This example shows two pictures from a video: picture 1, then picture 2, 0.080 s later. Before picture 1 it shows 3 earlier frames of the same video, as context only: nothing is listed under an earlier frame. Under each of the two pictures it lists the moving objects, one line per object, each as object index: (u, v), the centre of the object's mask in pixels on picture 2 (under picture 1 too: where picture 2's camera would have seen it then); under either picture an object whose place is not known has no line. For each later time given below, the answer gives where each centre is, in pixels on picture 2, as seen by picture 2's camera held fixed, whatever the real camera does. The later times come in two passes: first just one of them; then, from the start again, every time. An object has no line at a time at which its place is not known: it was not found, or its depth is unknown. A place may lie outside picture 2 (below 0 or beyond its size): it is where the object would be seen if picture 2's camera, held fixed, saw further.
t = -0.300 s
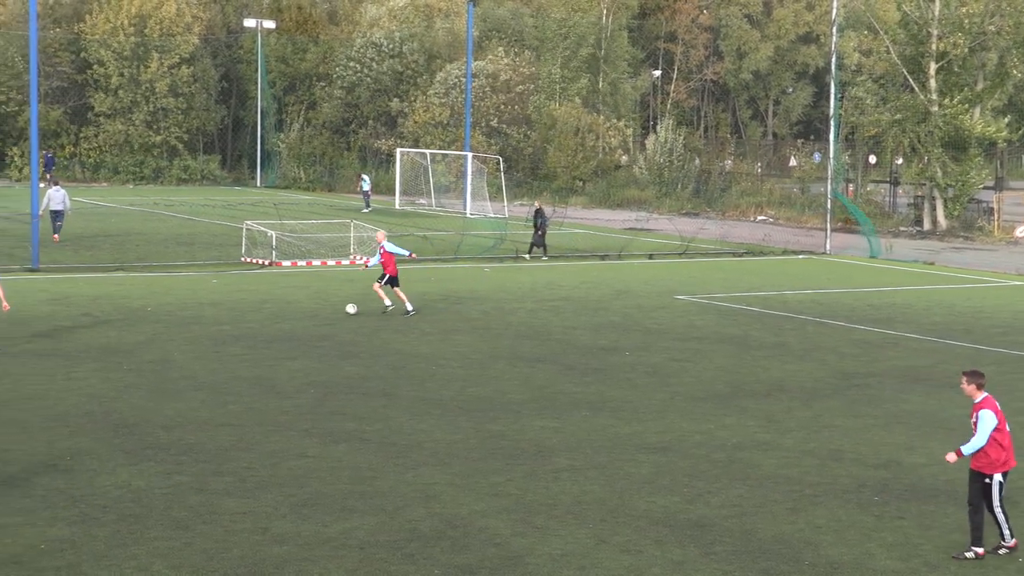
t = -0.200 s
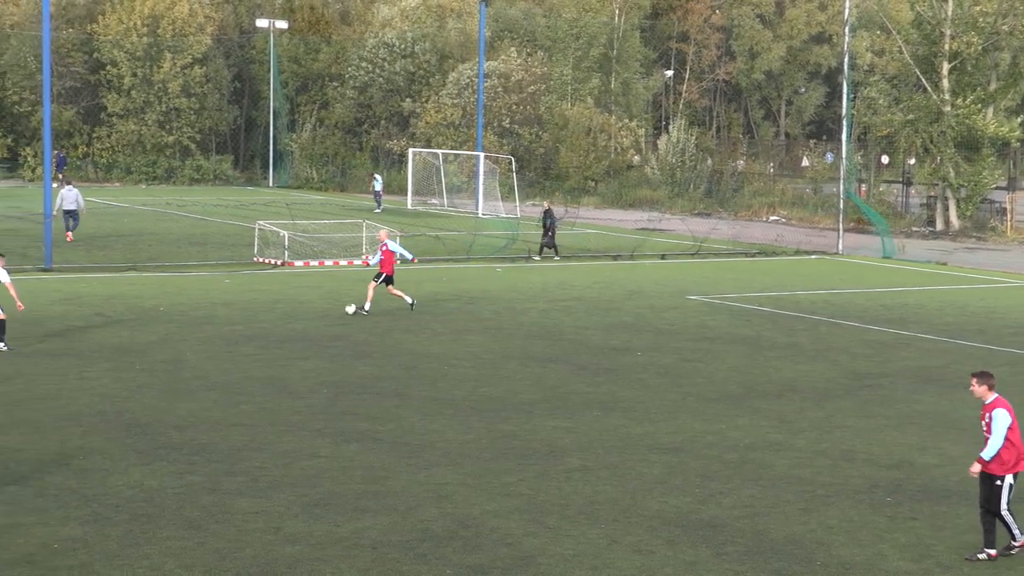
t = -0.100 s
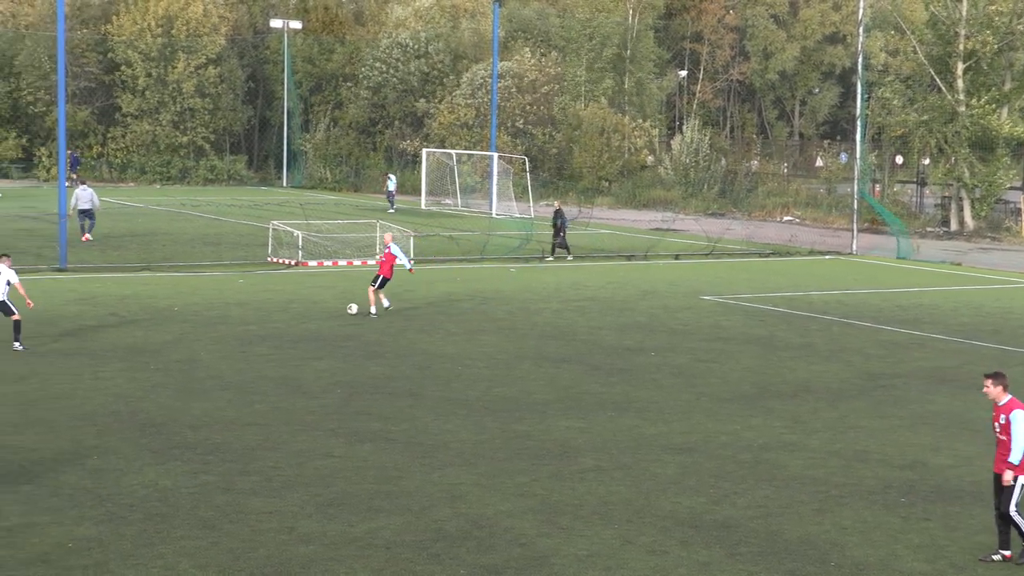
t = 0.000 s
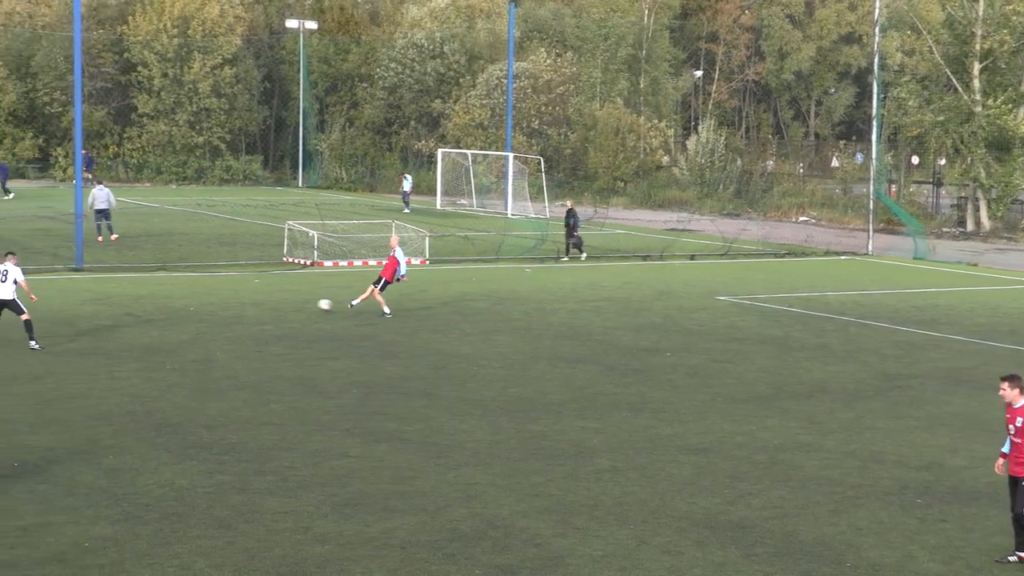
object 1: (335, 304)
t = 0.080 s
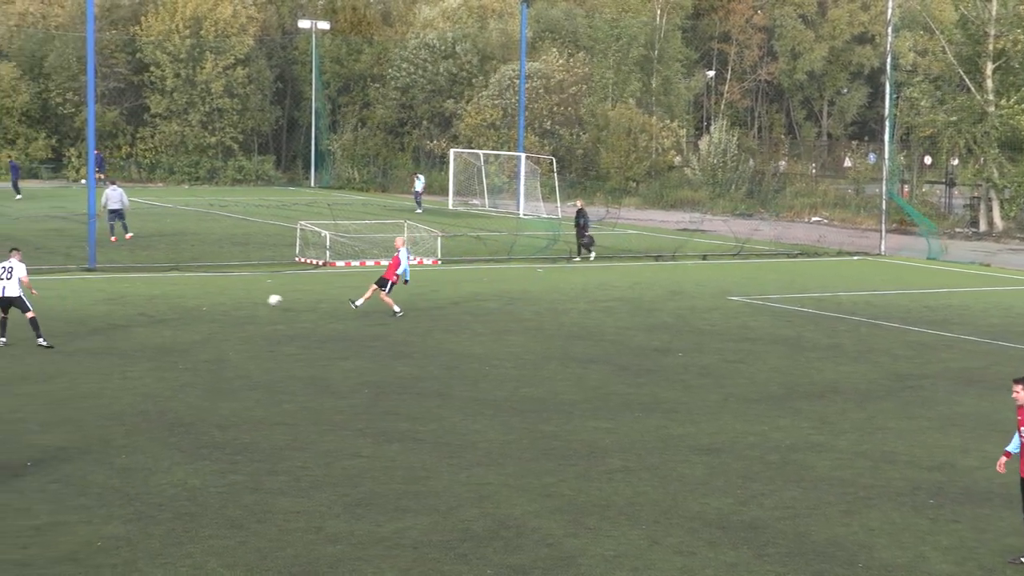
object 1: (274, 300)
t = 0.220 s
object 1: (170, 301)
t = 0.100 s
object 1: (259, 300)
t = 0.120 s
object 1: (244, 298)
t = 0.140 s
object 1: (229, 298)
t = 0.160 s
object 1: (215, 299)
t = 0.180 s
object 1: (200, 299)
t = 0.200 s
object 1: (185, 300)
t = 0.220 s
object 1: (170, 301)
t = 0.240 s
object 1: (156, 302)
